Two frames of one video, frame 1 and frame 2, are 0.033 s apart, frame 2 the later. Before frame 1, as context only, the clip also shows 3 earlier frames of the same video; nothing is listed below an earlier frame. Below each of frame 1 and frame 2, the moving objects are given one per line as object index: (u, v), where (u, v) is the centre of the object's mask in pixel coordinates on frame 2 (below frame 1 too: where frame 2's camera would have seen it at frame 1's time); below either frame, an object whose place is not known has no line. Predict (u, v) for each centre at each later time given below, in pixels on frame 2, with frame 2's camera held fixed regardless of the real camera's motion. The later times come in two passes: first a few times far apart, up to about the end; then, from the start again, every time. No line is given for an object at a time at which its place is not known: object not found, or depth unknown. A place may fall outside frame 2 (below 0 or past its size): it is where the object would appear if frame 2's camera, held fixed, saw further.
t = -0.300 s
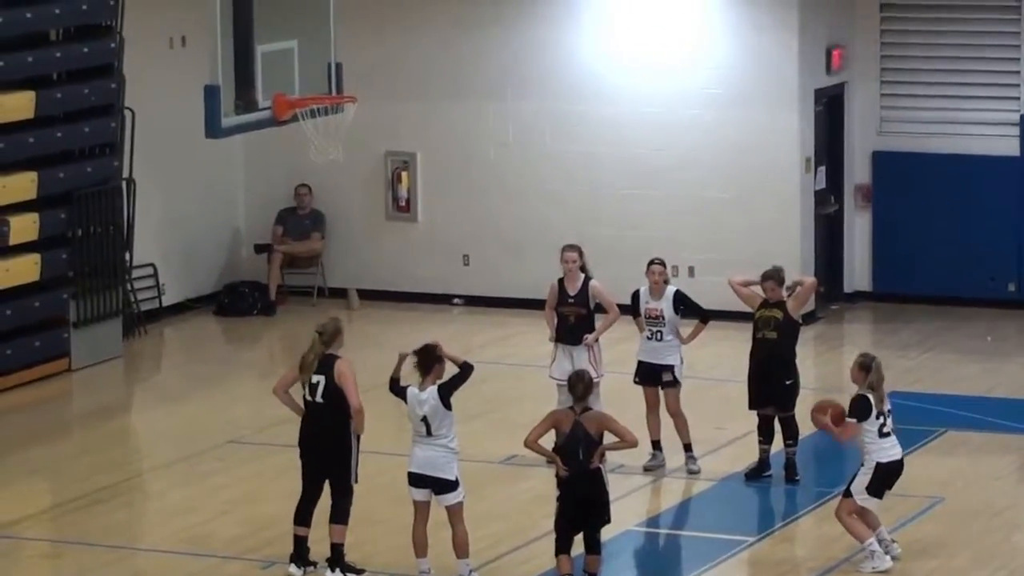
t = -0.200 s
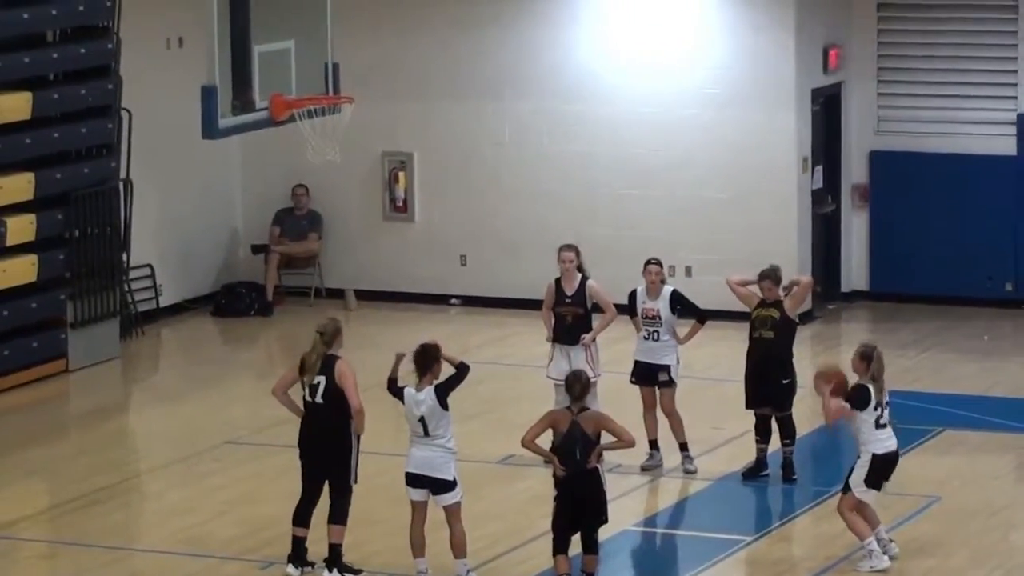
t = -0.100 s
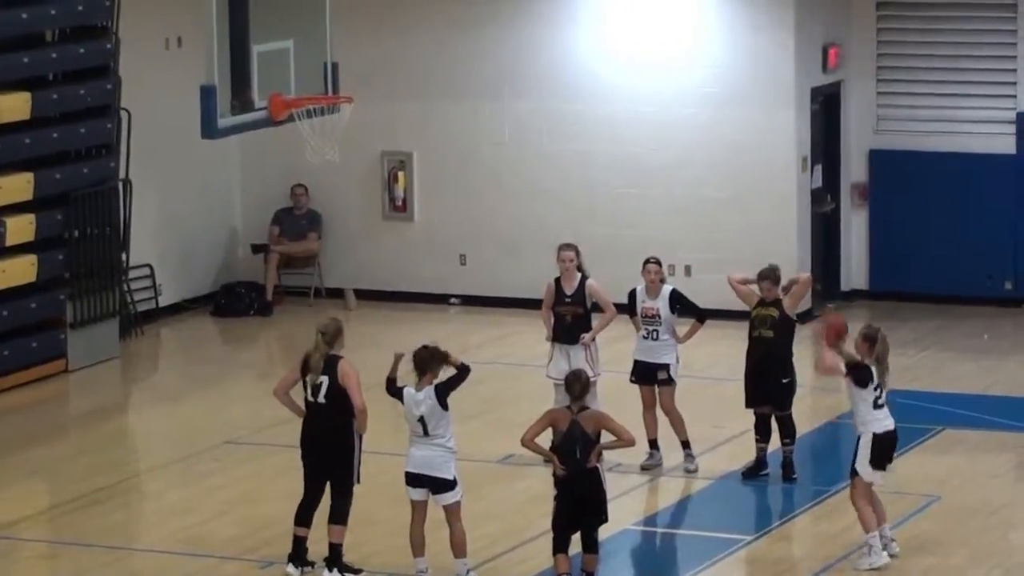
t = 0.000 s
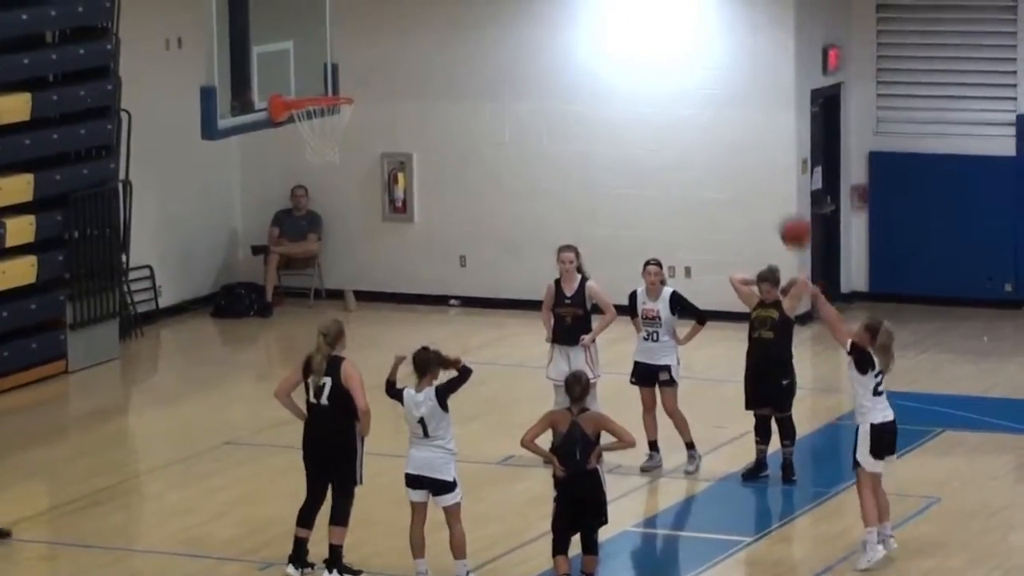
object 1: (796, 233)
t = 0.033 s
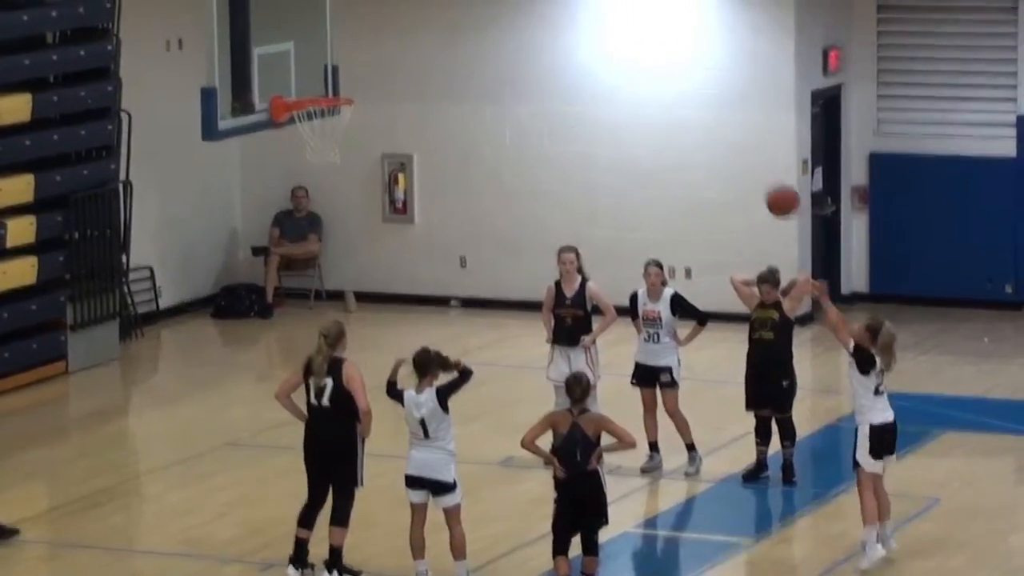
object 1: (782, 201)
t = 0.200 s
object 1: (715, 63)
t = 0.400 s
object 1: (638, -49)
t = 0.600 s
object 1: (560, -103)
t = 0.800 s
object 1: (488, -101)
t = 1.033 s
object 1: (408, -28)
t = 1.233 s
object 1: (344, 86)
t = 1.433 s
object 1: (286, 73)
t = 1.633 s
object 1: (328, 90)
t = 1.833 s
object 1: (373, 161)
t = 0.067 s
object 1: (768, 169)
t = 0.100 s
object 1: (755, 140)
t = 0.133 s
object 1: (742, 113)
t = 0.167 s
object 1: (728, 87)
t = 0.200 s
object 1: (715, 63)
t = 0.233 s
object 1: (702, 40)
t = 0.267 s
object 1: (689, 19)
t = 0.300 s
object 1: (676, 0)
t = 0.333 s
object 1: (663, -18)
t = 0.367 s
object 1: (650, -34)
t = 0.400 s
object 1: (638, -49)
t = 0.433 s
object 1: (625, -62)
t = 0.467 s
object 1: (612, -74)
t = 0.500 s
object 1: (599, -83)
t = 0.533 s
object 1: (587, -92)
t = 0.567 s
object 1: (574, -98)
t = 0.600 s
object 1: (560, -103)
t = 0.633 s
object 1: (549, -107)
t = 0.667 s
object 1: (537, -109)
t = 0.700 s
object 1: (525, -108)
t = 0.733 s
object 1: (512, -108)
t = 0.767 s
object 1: (500, -106)
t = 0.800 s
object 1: (488, -101)
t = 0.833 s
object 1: (476, -96)
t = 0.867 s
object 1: (464, -89)
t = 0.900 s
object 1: (453, -80)
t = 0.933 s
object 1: (441, -68)
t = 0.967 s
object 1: (430, -57)
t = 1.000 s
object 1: (419, -43)
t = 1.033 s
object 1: (408, -28)
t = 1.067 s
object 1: (397, -12)
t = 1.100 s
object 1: (386, 7)
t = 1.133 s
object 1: (375, 27)
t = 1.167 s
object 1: (365, 46)
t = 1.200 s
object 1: (354, 67)
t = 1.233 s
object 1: (344, 86)
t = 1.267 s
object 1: (332, 84)
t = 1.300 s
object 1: (318, 80)
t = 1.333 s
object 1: (307, 78)
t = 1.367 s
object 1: (292, 76)
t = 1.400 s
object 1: (281, 75)
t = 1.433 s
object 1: (286, 73)
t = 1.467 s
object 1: (292, 73)
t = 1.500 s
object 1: (298, 74)
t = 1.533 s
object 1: (306, 75)
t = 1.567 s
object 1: (313, 79)
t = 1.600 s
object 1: (319, 82)
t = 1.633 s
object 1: (328, 90)
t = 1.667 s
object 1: (335, 98)
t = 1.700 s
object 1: (342, 108)
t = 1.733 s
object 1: (350, 119)
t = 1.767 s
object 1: (358, 132)
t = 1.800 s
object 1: (366, 146)
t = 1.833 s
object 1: (373, 161)
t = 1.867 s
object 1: (381, 179)
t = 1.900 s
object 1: (388, 199)
